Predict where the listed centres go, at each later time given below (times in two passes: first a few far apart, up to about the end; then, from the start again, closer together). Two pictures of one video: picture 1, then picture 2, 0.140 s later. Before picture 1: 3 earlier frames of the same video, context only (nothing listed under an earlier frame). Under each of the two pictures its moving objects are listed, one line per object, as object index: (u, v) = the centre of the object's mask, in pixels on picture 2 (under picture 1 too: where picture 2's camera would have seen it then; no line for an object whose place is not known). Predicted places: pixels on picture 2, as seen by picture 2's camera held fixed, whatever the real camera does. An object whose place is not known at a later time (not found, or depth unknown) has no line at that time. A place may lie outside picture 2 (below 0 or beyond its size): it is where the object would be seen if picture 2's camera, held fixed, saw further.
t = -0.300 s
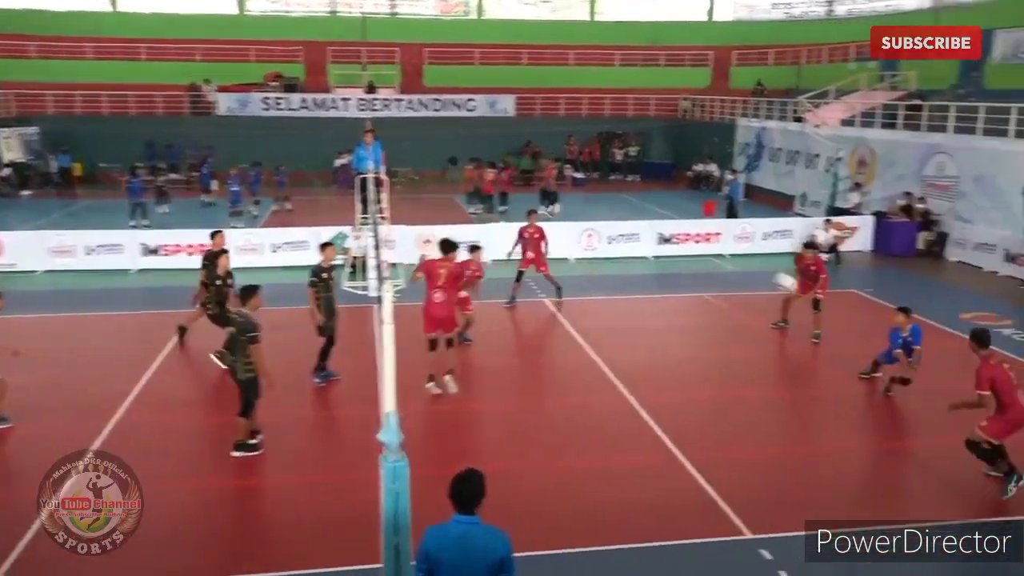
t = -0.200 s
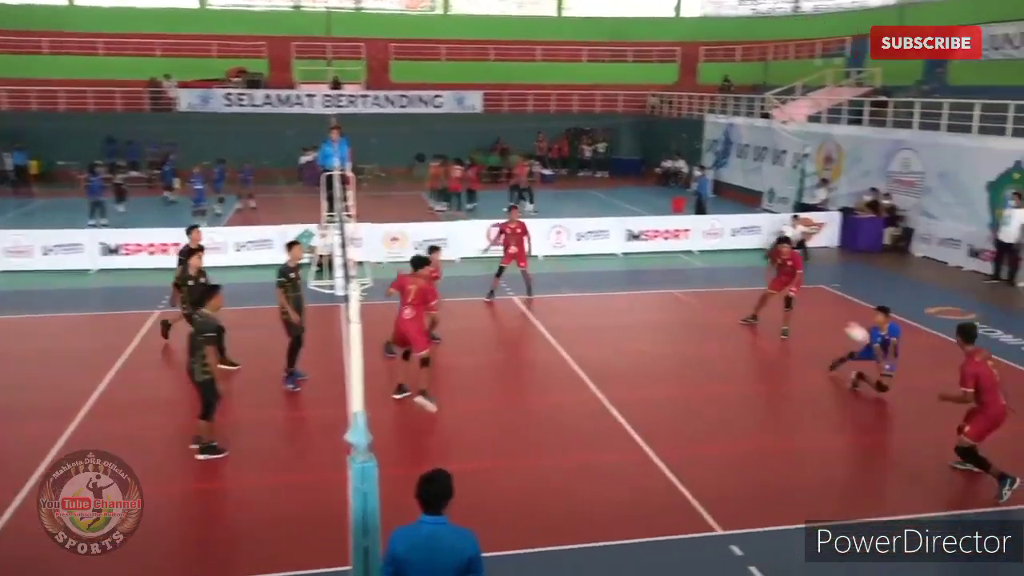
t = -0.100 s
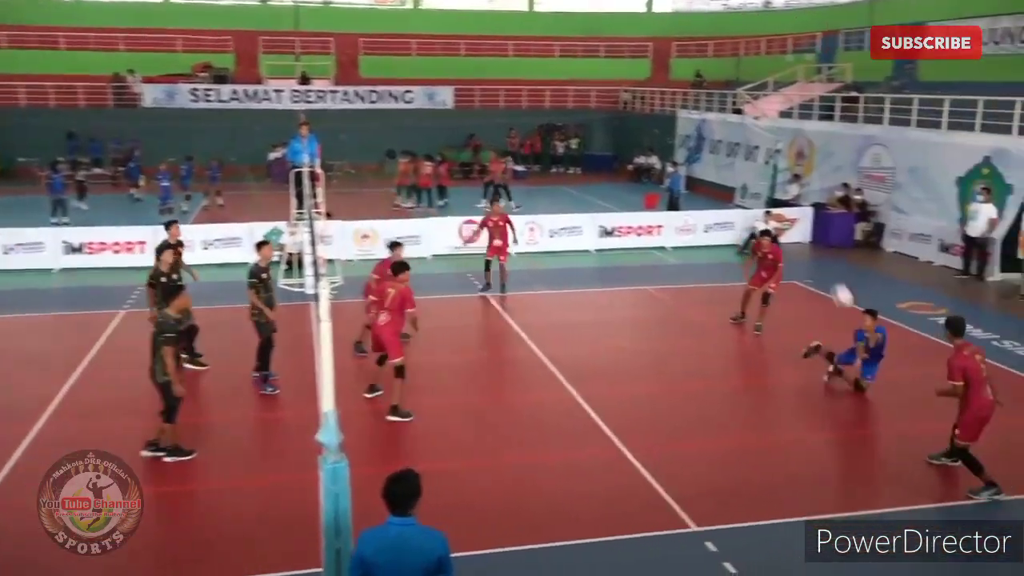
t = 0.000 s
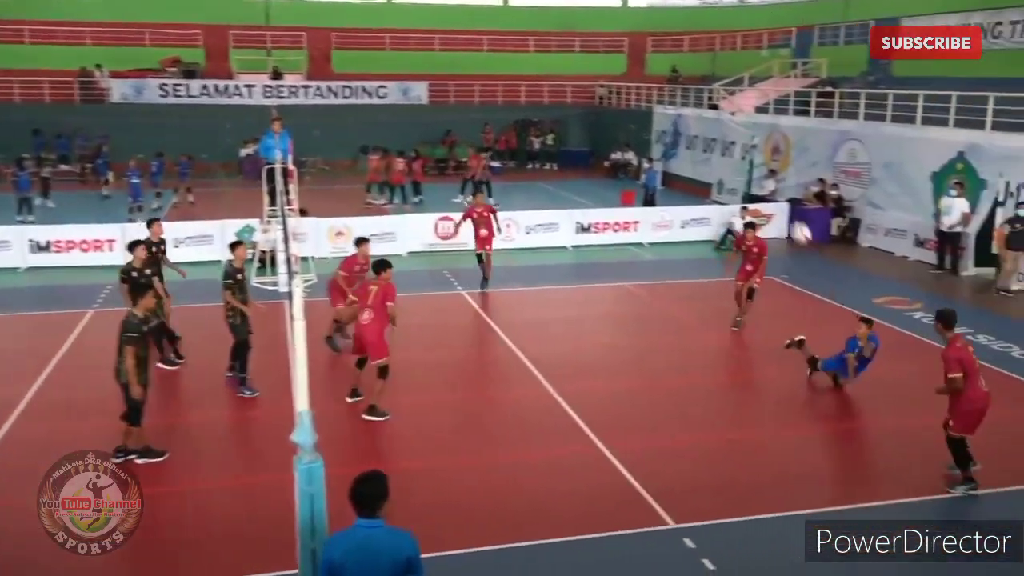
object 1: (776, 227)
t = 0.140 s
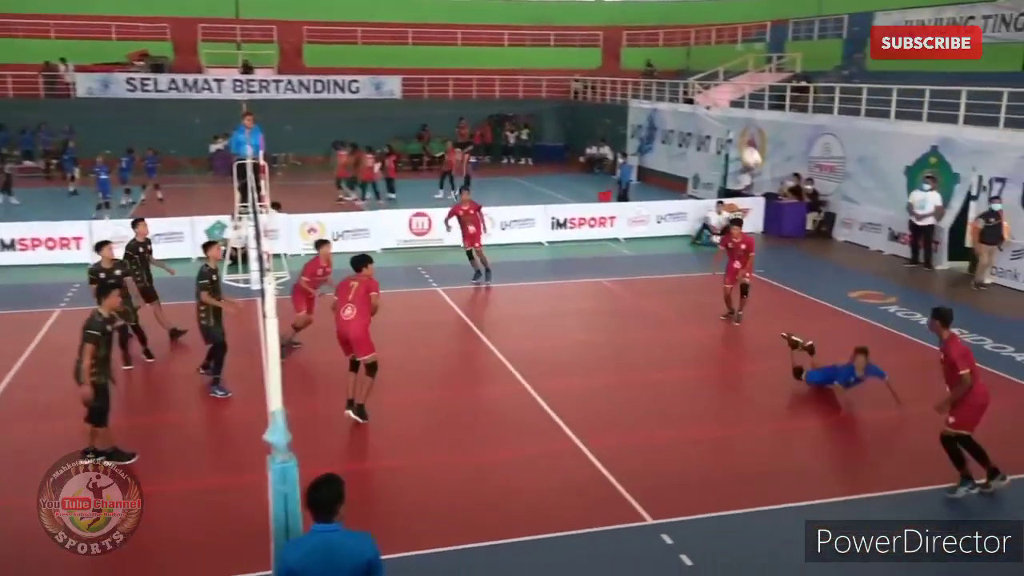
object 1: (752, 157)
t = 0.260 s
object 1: (730, 109)
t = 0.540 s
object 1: (676, 45)
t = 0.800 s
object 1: (624, 50)
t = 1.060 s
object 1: (573, 113)
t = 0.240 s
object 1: (735, 115)
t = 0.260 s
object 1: (730, 109)
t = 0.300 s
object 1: (723, 97)
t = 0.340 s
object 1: (713, 84)
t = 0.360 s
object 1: (710, 77)
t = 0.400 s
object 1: (702, 69)
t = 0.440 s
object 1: (695, 60)
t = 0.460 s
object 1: (692, 56)
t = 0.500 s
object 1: (684, 50)
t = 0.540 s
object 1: (676, 45)
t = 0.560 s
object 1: (672, 44)
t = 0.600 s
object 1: (664, 40)
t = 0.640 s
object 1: (656, 39)
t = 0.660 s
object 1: (652, 40)
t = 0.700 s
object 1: (644, 41)
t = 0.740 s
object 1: (636, 43)
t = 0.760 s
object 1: (634, 44)
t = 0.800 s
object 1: (624, 50)
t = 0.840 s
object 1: (616, 55)
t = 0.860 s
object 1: (613, 59)
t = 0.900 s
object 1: (605, 67)
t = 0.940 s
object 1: (597, 77)
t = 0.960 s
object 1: (593, 82)
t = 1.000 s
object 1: (584, 92)
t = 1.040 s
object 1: (577, 106)
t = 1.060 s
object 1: (573, 113)
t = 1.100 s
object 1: (565, 127)
